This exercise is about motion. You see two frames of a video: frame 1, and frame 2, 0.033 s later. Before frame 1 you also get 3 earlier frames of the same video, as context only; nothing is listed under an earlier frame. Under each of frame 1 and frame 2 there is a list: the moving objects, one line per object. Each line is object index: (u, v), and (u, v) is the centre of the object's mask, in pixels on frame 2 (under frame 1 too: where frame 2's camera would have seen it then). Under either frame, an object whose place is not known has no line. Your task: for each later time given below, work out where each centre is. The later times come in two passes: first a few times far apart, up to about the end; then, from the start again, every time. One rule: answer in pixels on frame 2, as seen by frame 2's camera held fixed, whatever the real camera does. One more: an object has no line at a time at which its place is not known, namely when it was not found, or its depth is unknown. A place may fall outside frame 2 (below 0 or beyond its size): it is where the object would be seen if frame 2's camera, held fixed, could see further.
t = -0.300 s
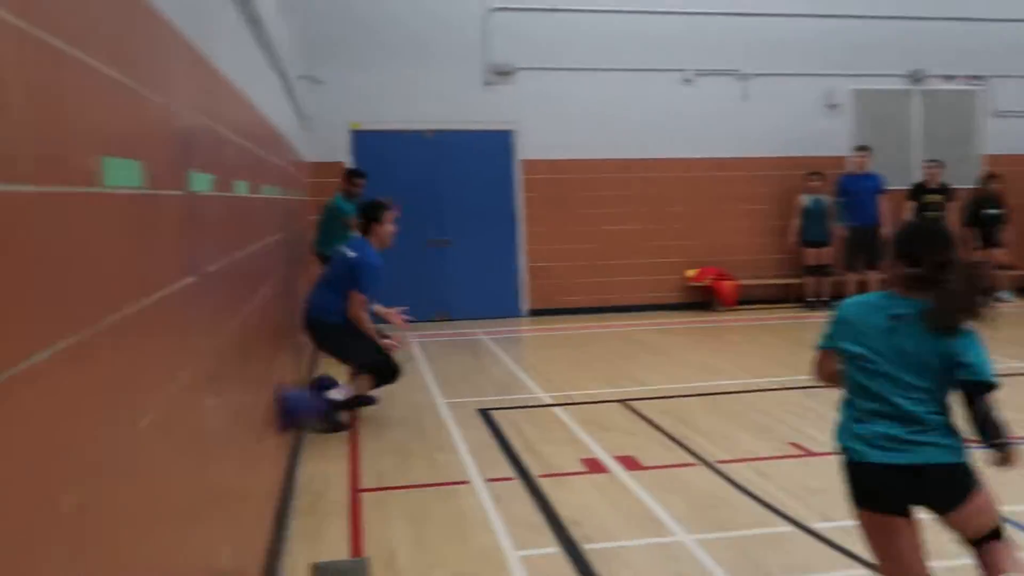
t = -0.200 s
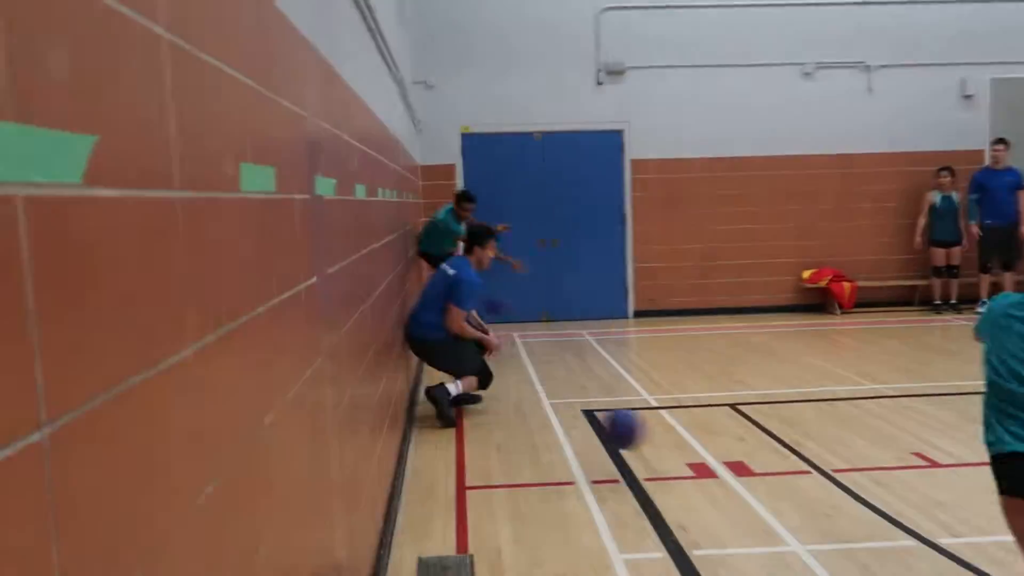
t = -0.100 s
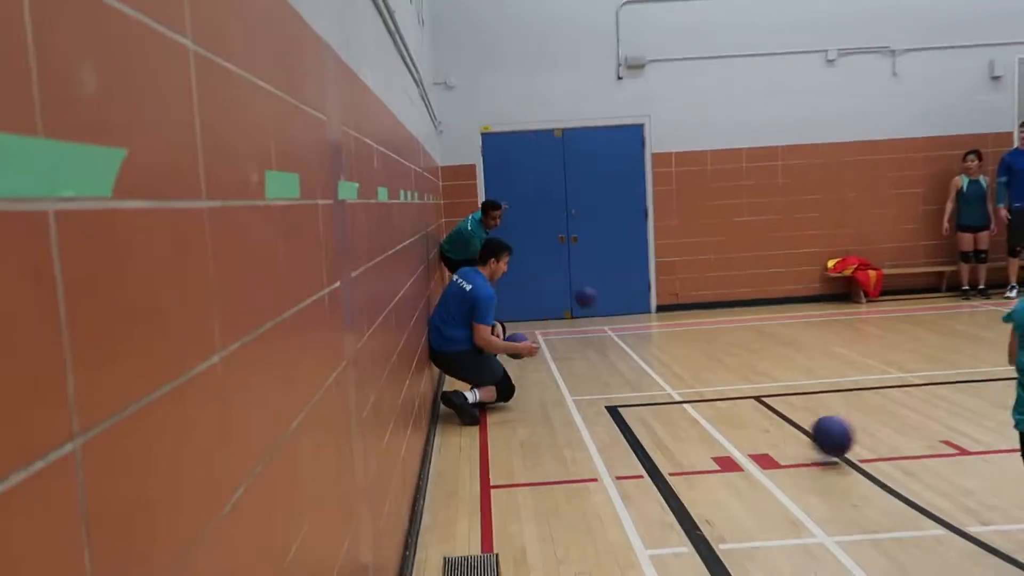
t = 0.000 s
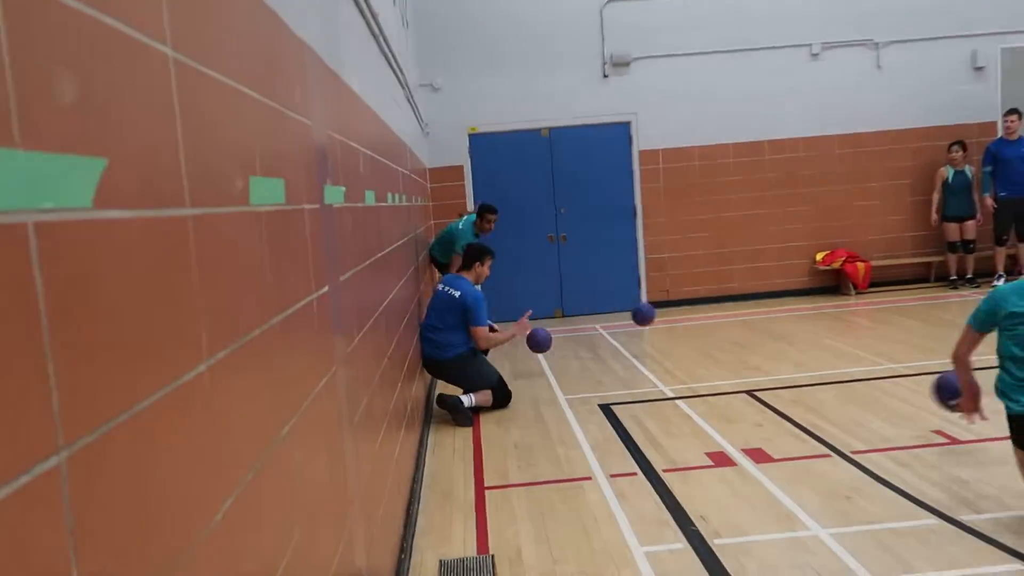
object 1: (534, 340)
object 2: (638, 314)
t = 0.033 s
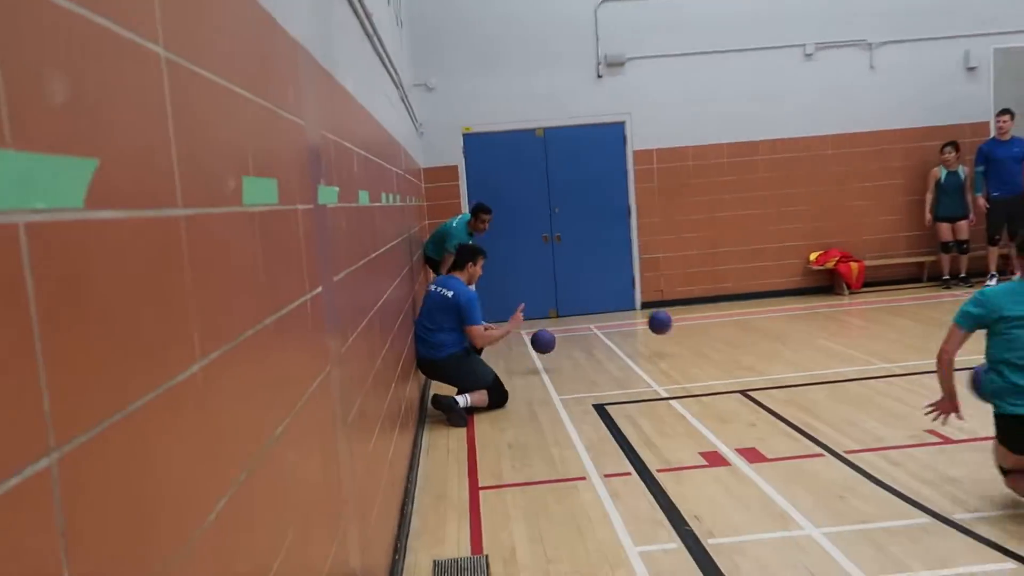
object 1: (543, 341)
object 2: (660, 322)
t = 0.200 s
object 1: (590, 336)
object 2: (734, 333)
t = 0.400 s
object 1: (642, 325)
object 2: (783, 338)
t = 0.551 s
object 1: (674, 312)
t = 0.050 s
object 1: (548, 342)
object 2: (671, 327)
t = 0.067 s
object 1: (553, 343)
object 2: (683, 332)
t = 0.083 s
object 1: (557, 345)
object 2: (694, 337)
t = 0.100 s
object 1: (561, 347)
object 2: (706, 342)
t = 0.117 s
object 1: (566, 349)
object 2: (714, 344)
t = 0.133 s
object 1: (570, 350)
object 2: (718, 342)
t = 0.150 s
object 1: (576, 347)
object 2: (722, 339)
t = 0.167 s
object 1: (581, 343)
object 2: (726, 337)
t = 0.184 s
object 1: (585, 339)
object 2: (730, 335)
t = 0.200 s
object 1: (590, 336)
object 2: (734, 333)
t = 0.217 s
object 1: (595, 333)
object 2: (738, 332)
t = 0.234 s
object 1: (599, 331)
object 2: (742, 331)
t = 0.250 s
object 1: (604, 329)
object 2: (746, 330)
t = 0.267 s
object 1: (608, 327)
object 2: (749, 329)
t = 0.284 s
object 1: (613, 325)
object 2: (753, 329)
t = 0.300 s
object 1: (617, 324)
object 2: (758, 329)
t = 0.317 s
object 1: (622, 324)
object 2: (762, 330)
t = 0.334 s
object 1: (626, 323)
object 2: (766, 331)
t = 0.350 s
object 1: (630, 323)
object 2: (770, 332)
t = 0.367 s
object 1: (634, 323)
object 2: (774, 334)
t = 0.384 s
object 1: (638, 324)
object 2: (778, 335)
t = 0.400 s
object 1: (642, 325)
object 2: (783, 338)
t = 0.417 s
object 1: (646, 326)
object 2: (787, 340)
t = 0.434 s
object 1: (650, 325)
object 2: (791, 343)
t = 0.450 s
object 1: (653, 323)
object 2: (795, 347)
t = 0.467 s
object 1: (657, 320)
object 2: (799, 349)
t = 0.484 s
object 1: (661, 318)
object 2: (801, 348)
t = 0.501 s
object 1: (664, 316)
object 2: (804, 346)
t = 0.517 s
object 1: (668, 314)
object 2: (806, 345)
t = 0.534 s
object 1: (671, 313)
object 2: (809, 344)
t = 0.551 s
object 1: (674, 312)
